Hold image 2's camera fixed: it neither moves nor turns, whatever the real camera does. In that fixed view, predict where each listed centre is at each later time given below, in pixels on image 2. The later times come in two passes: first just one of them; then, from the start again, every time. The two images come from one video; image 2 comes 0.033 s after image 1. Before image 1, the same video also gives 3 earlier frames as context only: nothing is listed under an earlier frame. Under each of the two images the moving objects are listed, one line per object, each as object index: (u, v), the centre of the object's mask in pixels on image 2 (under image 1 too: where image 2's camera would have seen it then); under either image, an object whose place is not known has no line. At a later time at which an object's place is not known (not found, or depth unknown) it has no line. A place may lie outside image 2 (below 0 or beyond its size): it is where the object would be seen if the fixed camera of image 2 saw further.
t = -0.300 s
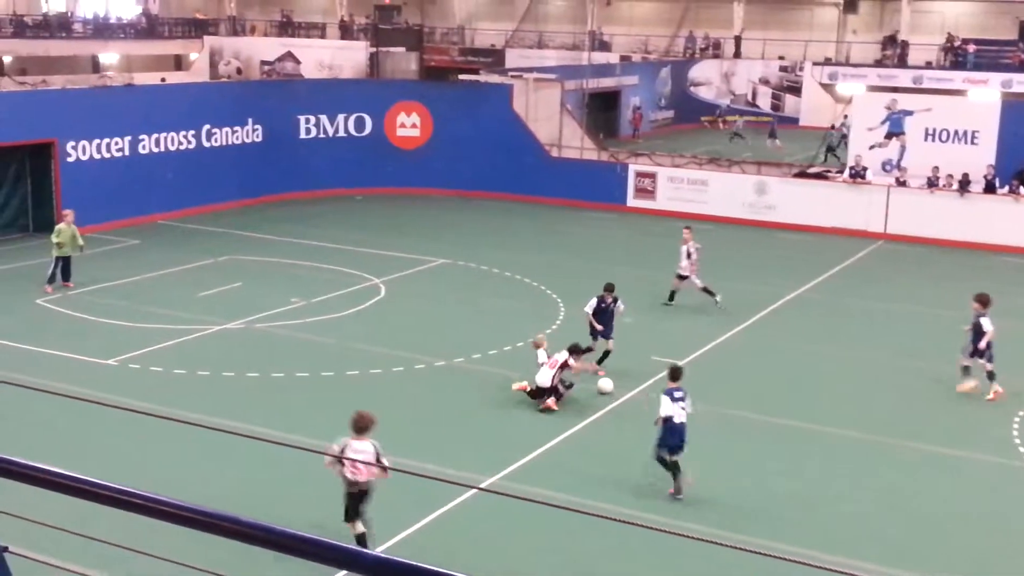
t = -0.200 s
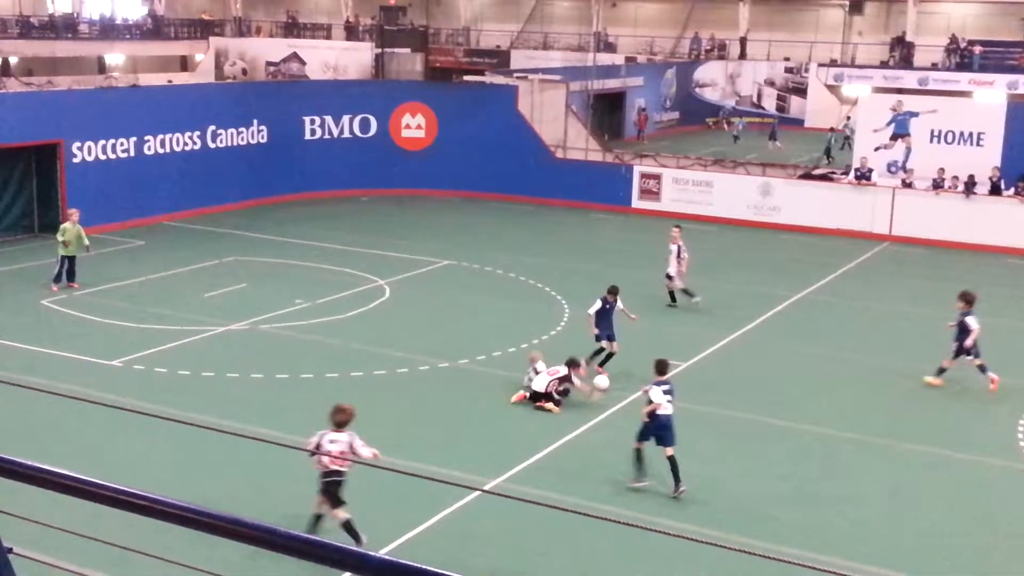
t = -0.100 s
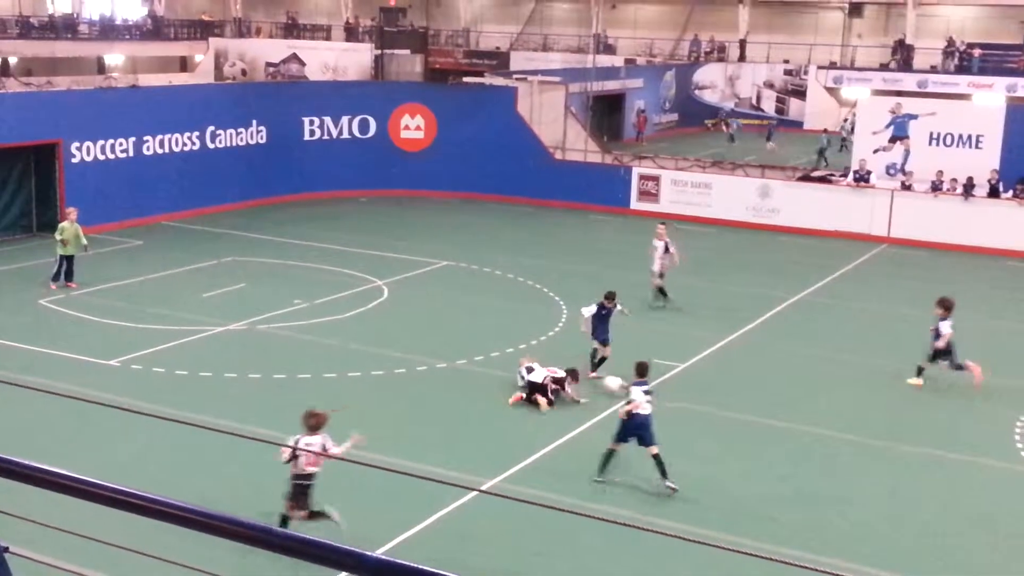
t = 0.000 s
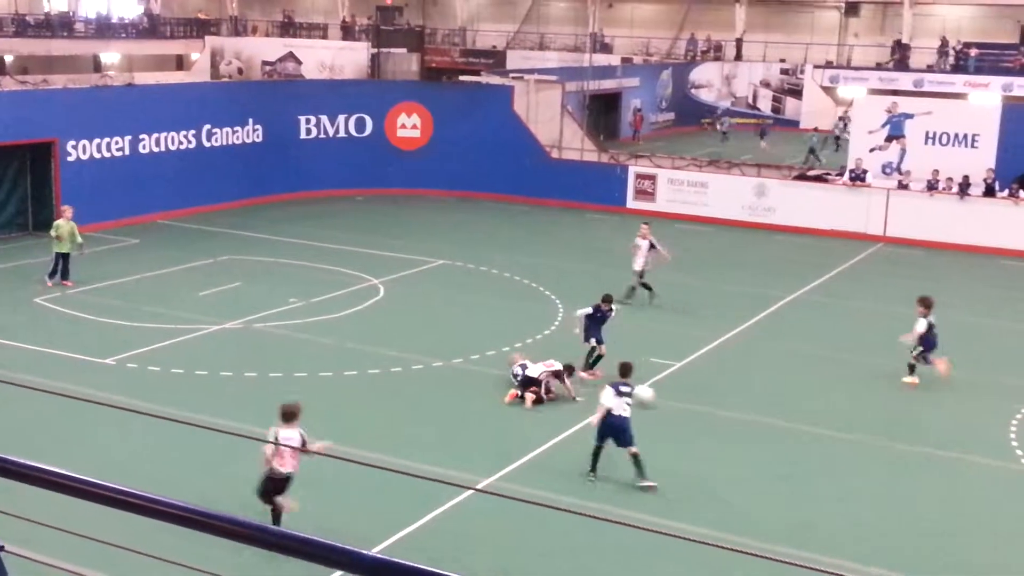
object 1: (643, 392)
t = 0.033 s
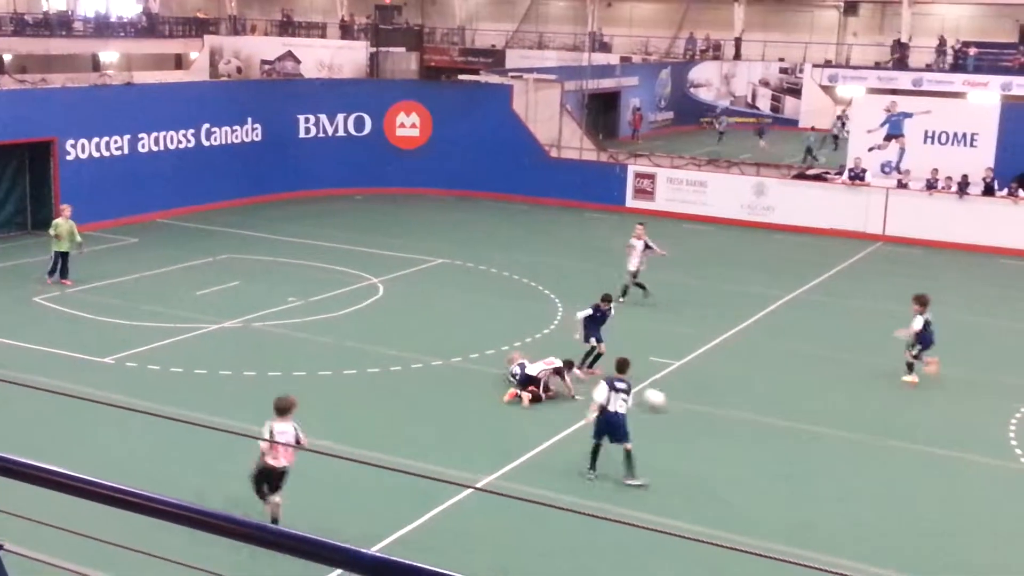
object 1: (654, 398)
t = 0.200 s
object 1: (710, 417)
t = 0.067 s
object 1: (667, 405)
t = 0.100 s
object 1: (677, 409)
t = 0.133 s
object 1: (689, 411)
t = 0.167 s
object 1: (699, 413)
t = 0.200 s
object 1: (710, 417)
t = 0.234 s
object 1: (721, 421)
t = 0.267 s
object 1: (732, 426)
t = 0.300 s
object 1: (743, 432)
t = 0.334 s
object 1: (754, 434)
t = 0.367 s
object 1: (763, 436)
